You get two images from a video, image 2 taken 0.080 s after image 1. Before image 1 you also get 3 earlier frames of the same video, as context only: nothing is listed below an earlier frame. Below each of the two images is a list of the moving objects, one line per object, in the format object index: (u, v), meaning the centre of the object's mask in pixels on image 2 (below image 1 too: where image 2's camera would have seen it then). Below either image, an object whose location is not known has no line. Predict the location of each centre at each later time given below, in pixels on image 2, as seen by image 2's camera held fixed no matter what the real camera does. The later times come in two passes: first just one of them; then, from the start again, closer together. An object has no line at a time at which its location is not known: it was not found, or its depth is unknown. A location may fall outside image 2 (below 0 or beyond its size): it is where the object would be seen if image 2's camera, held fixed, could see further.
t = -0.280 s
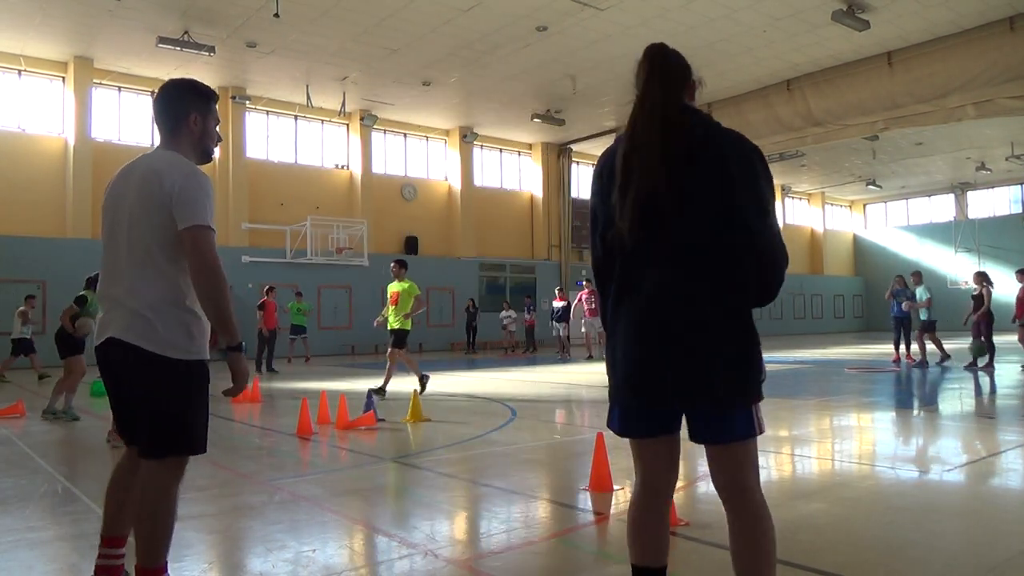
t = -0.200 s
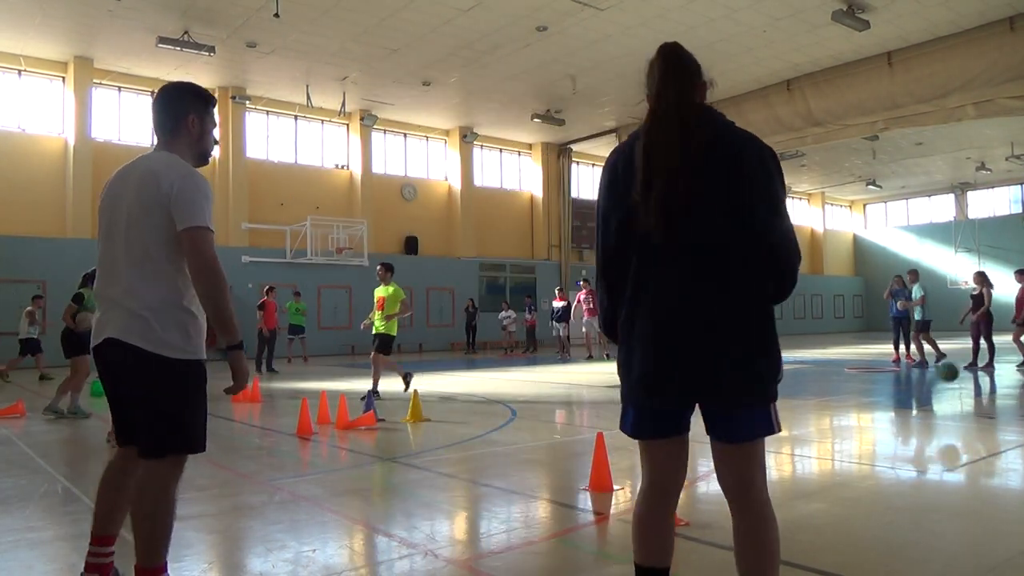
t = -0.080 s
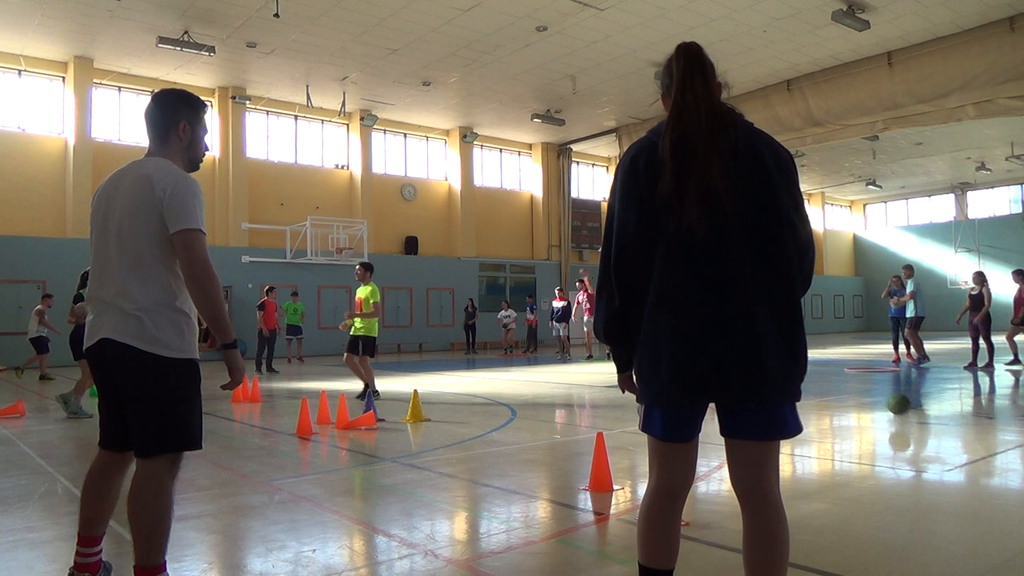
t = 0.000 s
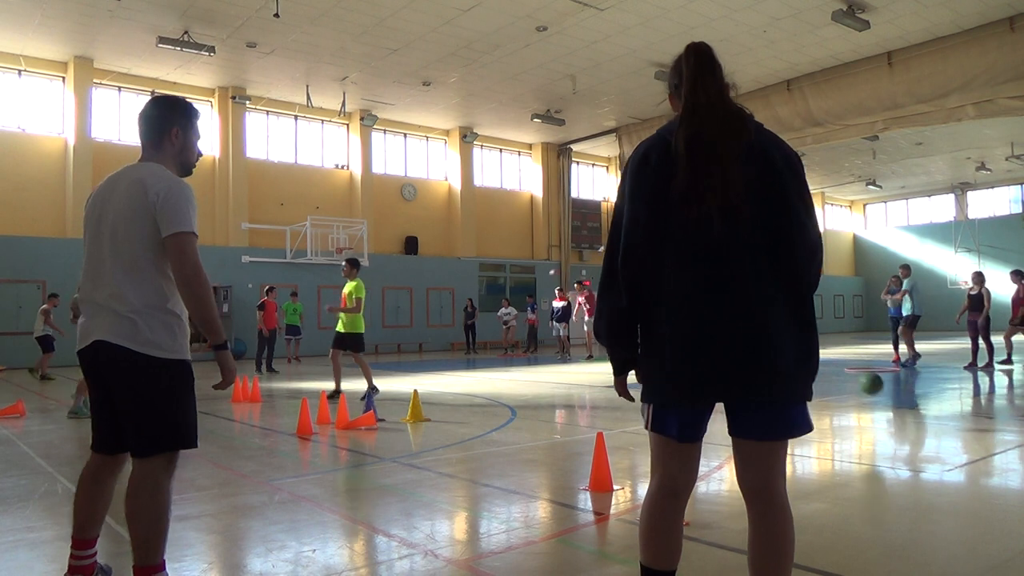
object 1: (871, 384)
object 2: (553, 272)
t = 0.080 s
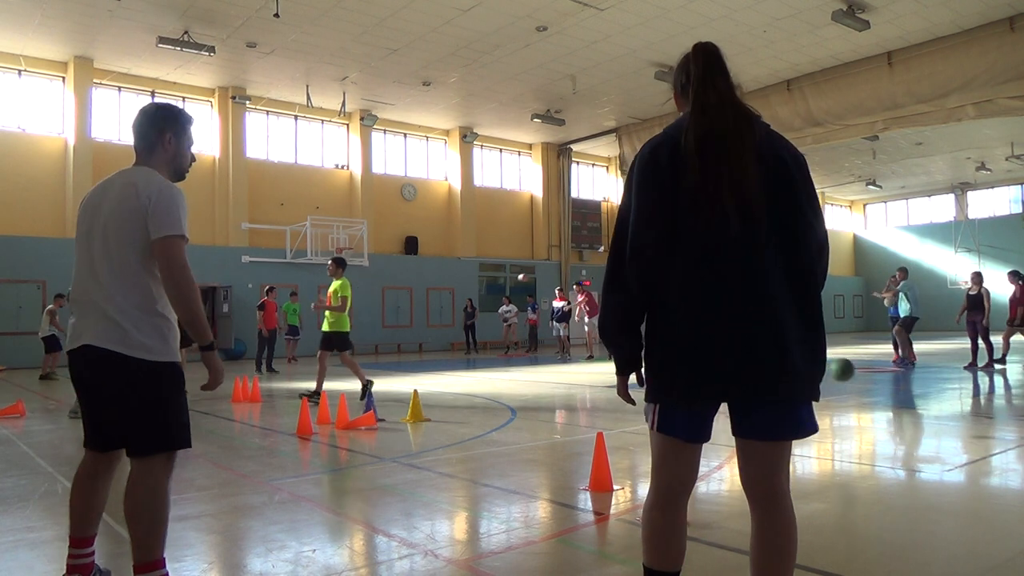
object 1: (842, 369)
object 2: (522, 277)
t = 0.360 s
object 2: (397, 318)
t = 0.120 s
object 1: (832, 366)
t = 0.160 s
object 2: (489, 285)
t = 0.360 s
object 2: (397, 318)
